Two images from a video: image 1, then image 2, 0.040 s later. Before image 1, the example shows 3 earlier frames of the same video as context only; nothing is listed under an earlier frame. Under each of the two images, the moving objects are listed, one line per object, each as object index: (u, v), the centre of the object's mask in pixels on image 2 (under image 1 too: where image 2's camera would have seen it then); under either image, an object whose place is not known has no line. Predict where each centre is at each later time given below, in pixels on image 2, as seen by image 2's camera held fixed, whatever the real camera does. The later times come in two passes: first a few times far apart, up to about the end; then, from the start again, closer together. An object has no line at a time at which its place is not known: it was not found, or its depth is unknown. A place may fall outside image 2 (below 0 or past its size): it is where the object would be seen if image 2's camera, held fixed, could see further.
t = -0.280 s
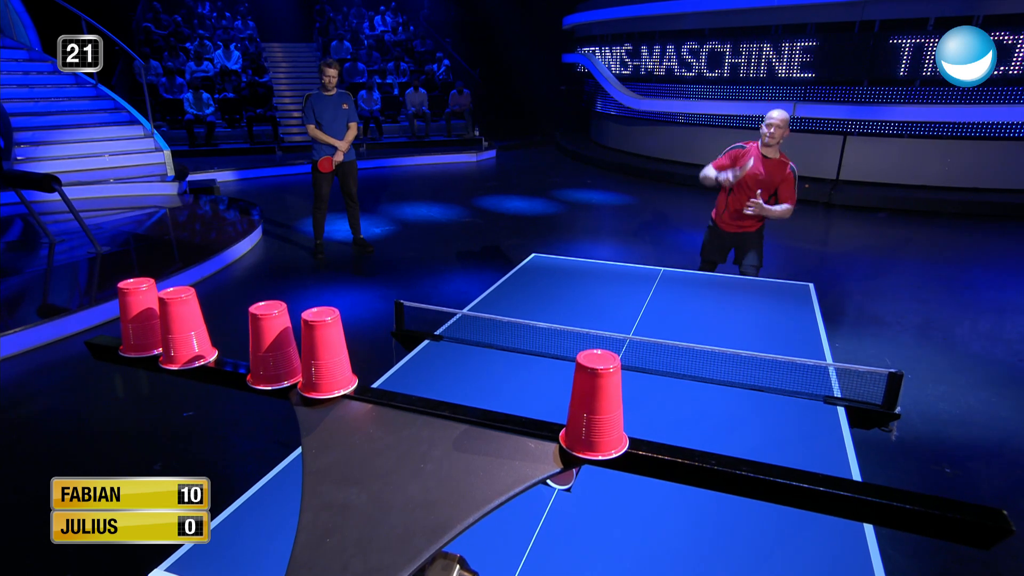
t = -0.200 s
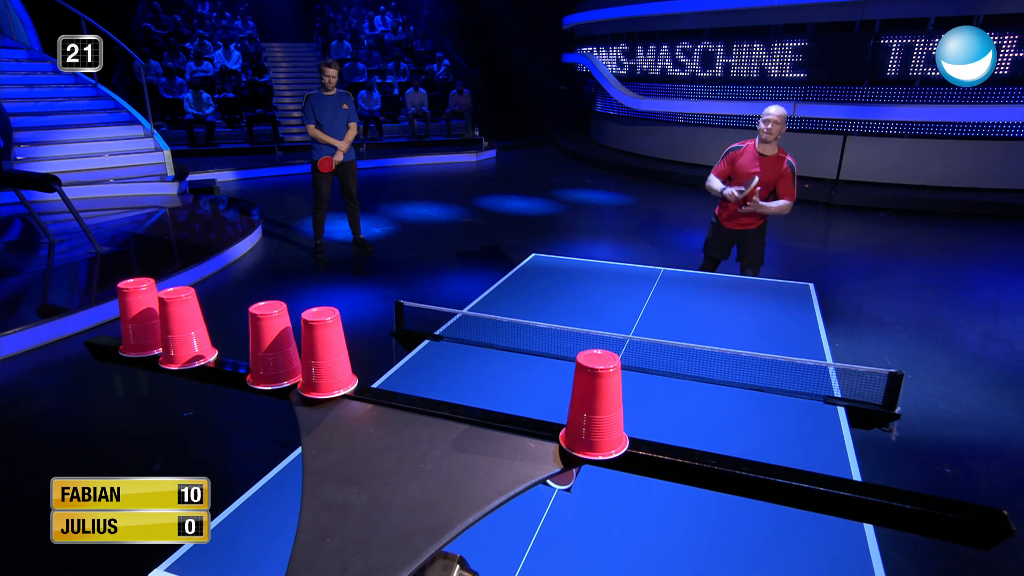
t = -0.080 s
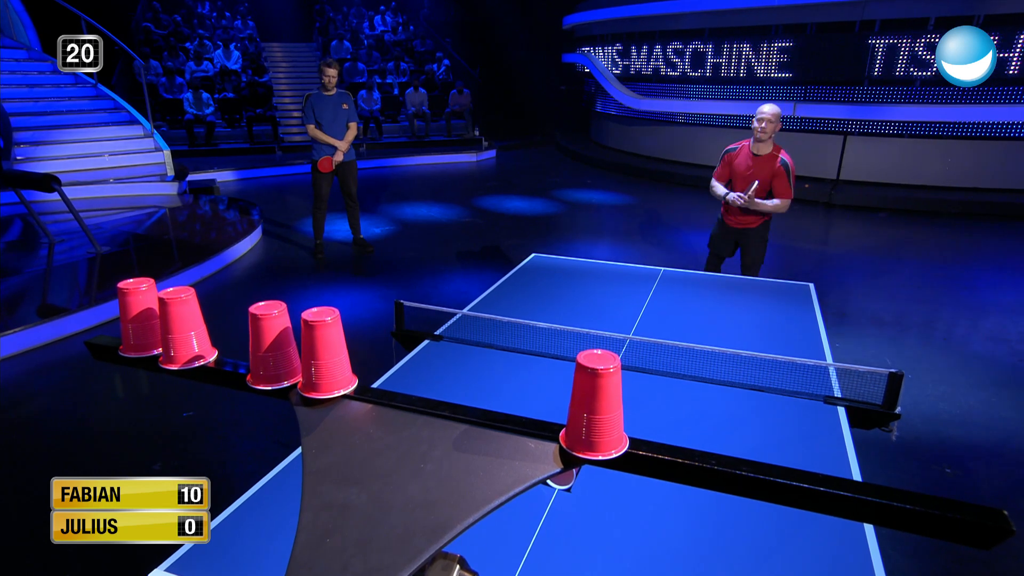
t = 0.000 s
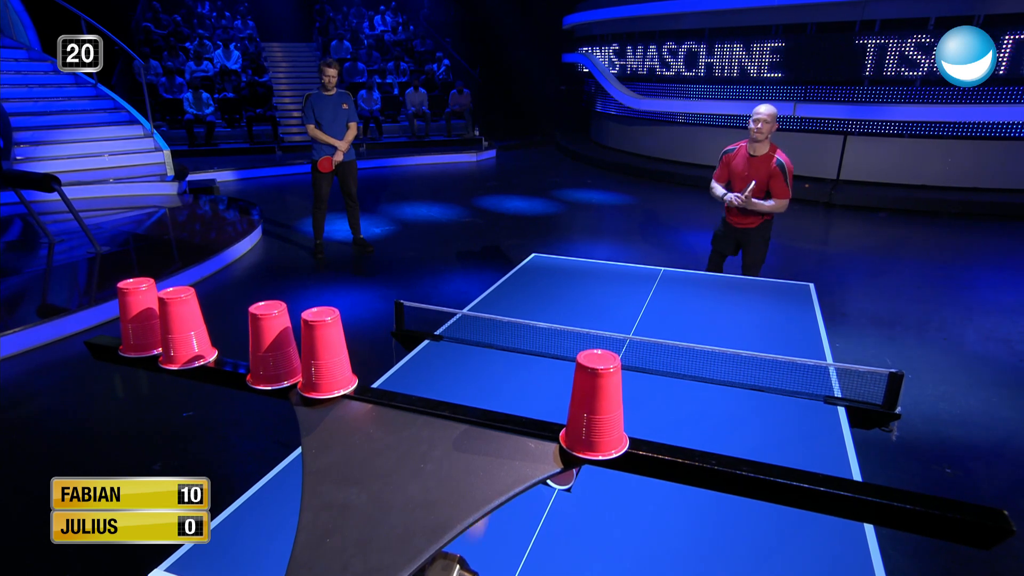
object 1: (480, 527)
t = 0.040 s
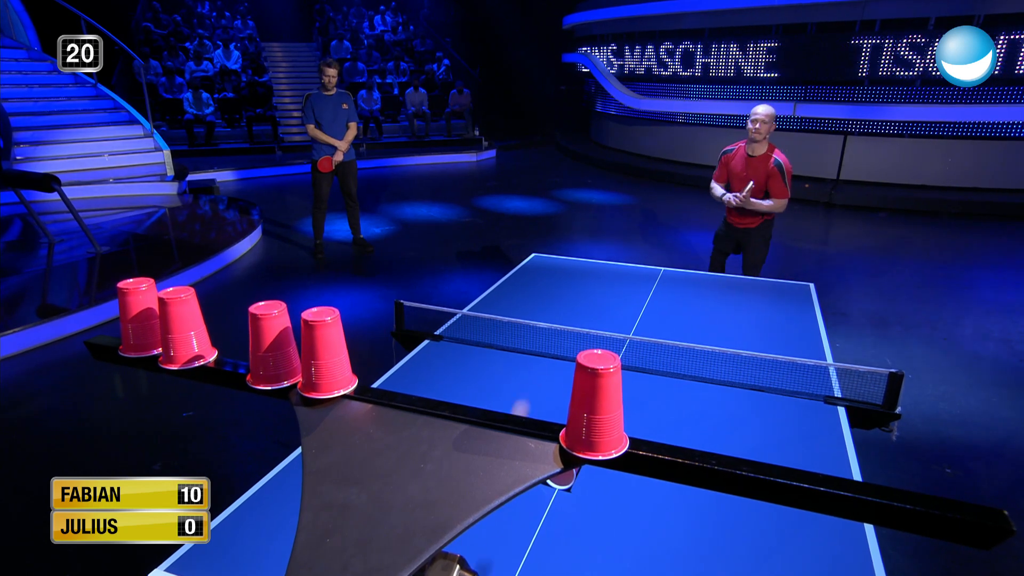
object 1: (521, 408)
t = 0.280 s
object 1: (608, 284)
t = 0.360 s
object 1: (620, 297)
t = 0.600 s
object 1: (649, 215)
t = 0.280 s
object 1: (608, 284)
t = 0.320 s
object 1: (614, 289)
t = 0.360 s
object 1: (620, 297)
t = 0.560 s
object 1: (646, 226)
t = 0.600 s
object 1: (649, 215)
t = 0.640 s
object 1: (652, 208)
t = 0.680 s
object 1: (655, 204)
